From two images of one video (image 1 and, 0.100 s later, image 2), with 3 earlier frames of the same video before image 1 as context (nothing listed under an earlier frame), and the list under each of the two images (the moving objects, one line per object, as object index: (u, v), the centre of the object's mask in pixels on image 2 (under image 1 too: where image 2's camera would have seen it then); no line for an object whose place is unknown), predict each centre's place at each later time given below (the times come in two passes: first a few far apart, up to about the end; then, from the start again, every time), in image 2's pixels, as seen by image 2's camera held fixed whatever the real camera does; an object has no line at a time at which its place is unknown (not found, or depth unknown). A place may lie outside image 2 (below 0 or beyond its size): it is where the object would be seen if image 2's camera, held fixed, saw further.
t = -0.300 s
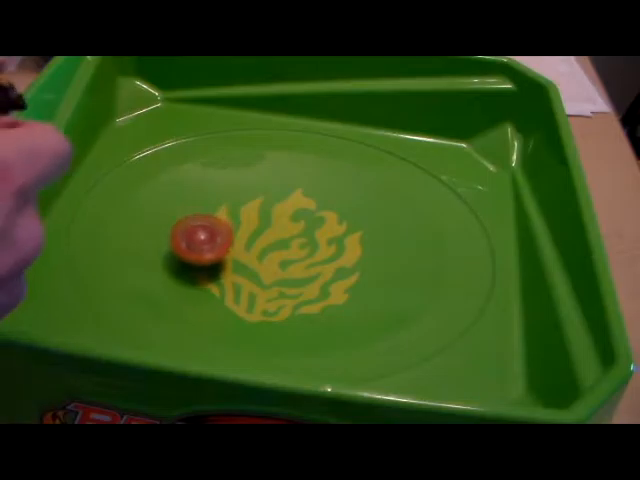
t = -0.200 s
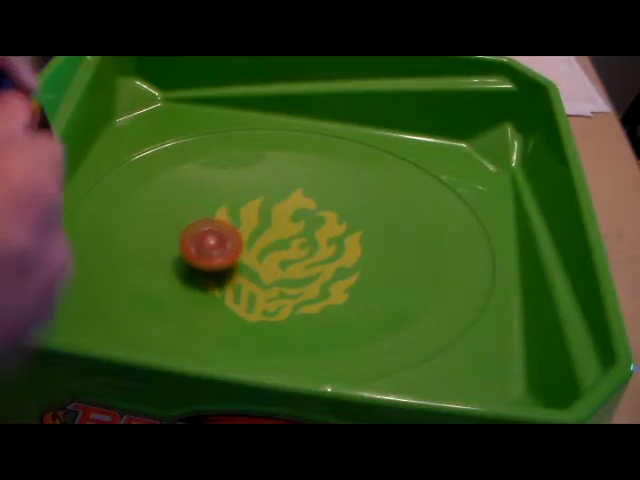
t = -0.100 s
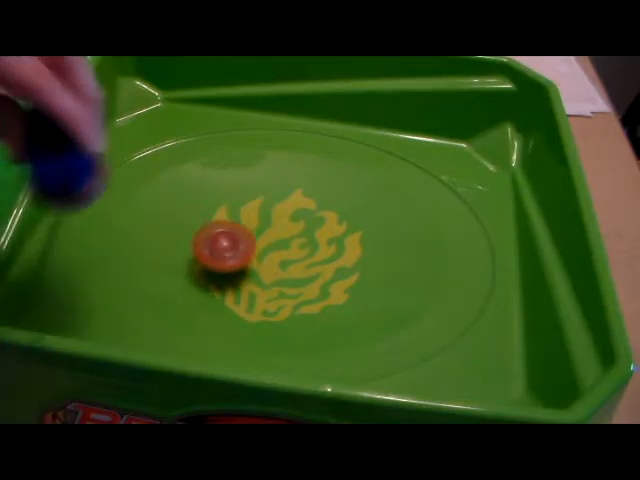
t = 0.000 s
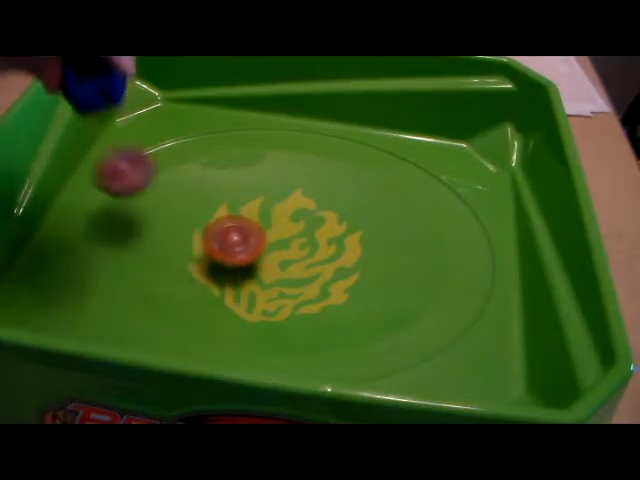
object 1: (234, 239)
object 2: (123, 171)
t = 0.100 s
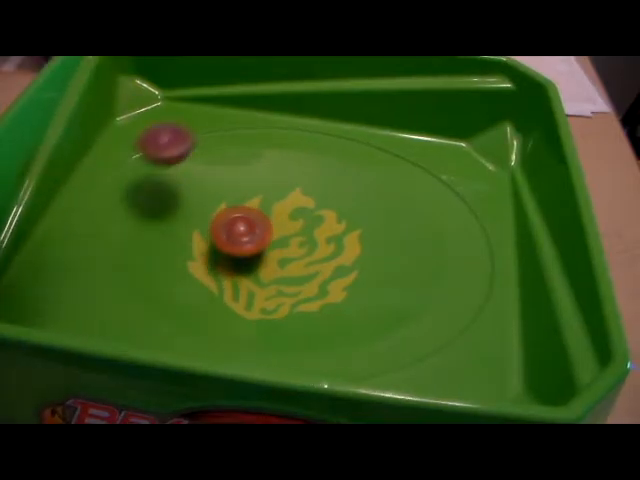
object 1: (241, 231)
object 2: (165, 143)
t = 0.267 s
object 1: (254, 222)
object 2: (235, 173)
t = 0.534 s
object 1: (283, 236)
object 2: (233, 184)
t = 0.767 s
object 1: (305, 226)
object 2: (239, 206)
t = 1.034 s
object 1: (437, 261)
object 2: (177, 156)
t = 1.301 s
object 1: (495, 263)
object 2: (147, 230)
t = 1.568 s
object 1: (500, 314)
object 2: (394, 243)
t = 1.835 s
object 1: (482, 381)
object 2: (397, 130)
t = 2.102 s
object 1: (431, 377)
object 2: (364, 160)
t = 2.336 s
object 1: (378, 364)
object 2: (246, 215)
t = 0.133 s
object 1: (243, 228)
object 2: (181, 137)
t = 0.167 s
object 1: (245, 226)
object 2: (199, 143)
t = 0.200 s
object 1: (248, 224)
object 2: (216, 160)
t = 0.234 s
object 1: (250, 223)
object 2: (229, 172)
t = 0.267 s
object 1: (254, 222)
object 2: (235, 173)
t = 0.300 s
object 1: (258, 229)
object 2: (242, 170)
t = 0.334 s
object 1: (261, 234)
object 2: (248, 174)
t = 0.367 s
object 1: (264, 237)
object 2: (249, 173)
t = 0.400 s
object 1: (268, 238)
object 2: (249, 173)
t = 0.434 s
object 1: (271, 239)
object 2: (246, 175)
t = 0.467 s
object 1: (275, 238)
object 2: (242, 177)
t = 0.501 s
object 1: (279, 237)
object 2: (237, 181)
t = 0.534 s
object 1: (283, 236)
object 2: (233, 184)
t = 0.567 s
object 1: (287, 234)
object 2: (231, 188)
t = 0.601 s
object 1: (290, 233)
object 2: (229, 192)
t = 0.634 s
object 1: (293, 231)
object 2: (229, 195)
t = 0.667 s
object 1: (296, 230)
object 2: (230, 199)
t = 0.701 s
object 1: (299, 229)
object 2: (232, 202)
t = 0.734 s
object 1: (302, 227)
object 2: (235, 204)
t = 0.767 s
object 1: (305, 226)
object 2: (239, 206)
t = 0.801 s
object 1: (308, 224)
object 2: (243, 207)
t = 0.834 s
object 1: (310, 223)
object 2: (247, 207)
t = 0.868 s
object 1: (313, 222)
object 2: (252, 205)
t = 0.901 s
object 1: (340, 236)
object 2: (238, 191)
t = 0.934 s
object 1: (371, 248)
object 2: (222, 174)
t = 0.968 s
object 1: (398, 256)
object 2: (208, 163)
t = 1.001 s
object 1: (419, 260)
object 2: (193, 157)
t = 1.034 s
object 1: (437, 261)
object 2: (177, 156)
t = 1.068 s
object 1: (451, 260)
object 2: (160, 160)
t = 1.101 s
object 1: (465, 260)
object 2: (147, 166)
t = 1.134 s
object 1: (477, 263)
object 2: (138, 174)
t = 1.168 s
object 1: (489, 266)
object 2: (134, 183)
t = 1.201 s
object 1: (493, 266)
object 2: (132, 194)
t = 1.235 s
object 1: (495, 265)
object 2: (133, 205)
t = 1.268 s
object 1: (495, 264)
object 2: (138, 217)
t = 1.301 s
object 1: (495, 263)
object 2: (147, 230)
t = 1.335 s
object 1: (497, 263)
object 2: (162, 245)
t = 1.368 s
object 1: (499, 265)
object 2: (183, 260)
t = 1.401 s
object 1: (500, 270)
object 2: (213, 273)
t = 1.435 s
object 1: (500, 276)
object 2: (250, 282)
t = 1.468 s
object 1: (500, 284)
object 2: (290, 284)
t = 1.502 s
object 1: (500, 294)
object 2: (331, 277)
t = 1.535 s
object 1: (500, 303)
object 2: (366, 263)
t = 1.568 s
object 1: (500, 314)
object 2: (394, 243)
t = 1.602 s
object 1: (499, 323)
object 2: (413, 219)
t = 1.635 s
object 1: (497, 334)
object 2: (423, 193)
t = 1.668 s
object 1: (496, 344)
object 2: (425, 170)
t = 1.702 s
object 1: (494, 355)
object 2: (426, 152)
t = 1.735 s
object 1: (492, 365)
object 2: (418, 134)
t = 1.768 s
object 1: (488, 372)
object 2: (411, 127)
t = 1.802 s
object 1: (485, 376)
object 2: (405, 124)
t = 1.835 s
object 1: (482, 381)
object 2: (397, 130)
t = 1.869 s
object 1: (478, 380)
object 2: (393, 131)
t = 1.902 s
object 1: (474, 379)
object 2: (390, 139)
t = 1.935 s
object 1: (469, 379)
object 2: (387, 140)
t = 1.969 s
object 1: (461, 379)
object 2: (383, 144)
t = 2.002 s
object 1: (454, 379)
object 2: (380, 148)
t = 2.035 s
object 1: (446, 379)
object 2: (377, 150)
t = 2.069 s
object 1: (439, 378)
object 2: (373, 154)
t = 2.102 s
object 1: (431, 377)
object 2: (364, 160)
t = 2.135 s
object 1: (423, 375)
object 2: (346, 168)
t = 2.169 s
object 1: (416, 374)
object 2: (324, 175)
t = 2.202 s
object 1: (408, 372)
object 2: (302, 182)
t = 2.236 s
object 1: (401, 370)
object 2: (283, 190)
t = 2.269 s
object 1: (394, 369)
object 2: (266, 199)
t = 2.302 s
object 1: (385, 366)
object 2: (255, 207)
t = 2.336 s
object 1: (378, 364)
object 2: (246, 215)
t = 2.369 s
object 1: (371, 362)
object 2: (239, 225)
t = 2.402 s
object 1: (363, 360)
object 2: (235, 235)
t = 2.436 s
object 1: (355, 358)
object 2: (231, 246)
